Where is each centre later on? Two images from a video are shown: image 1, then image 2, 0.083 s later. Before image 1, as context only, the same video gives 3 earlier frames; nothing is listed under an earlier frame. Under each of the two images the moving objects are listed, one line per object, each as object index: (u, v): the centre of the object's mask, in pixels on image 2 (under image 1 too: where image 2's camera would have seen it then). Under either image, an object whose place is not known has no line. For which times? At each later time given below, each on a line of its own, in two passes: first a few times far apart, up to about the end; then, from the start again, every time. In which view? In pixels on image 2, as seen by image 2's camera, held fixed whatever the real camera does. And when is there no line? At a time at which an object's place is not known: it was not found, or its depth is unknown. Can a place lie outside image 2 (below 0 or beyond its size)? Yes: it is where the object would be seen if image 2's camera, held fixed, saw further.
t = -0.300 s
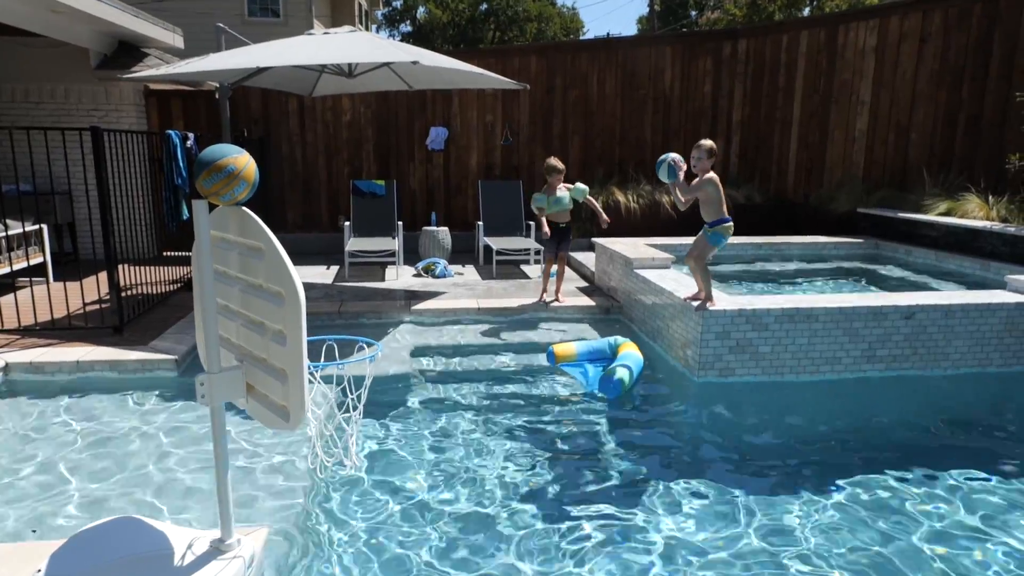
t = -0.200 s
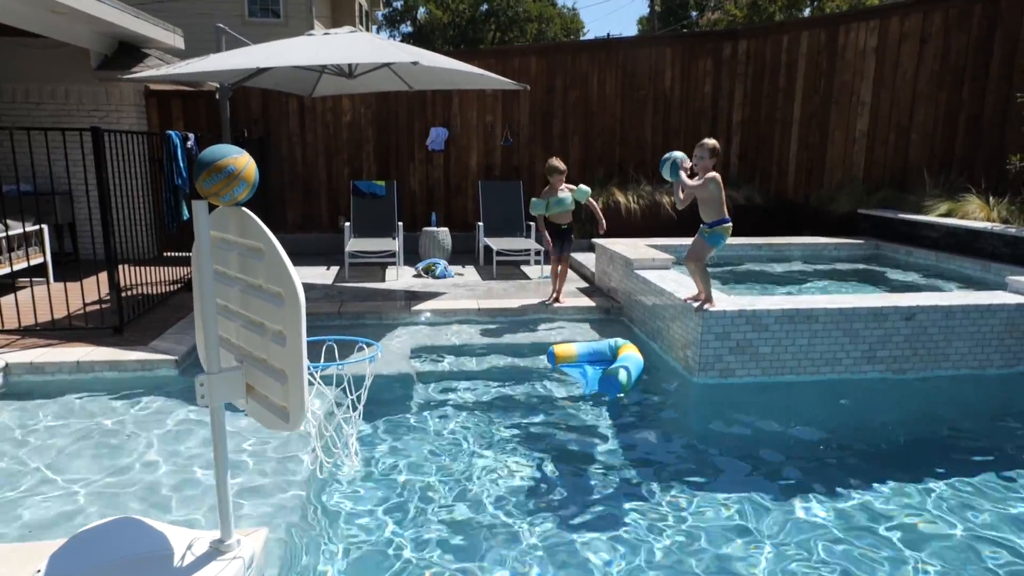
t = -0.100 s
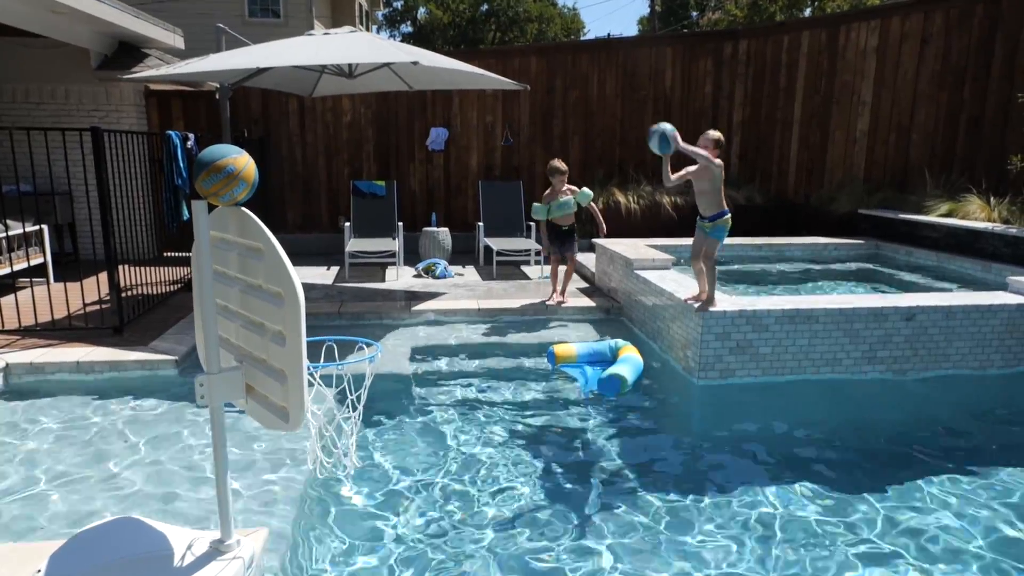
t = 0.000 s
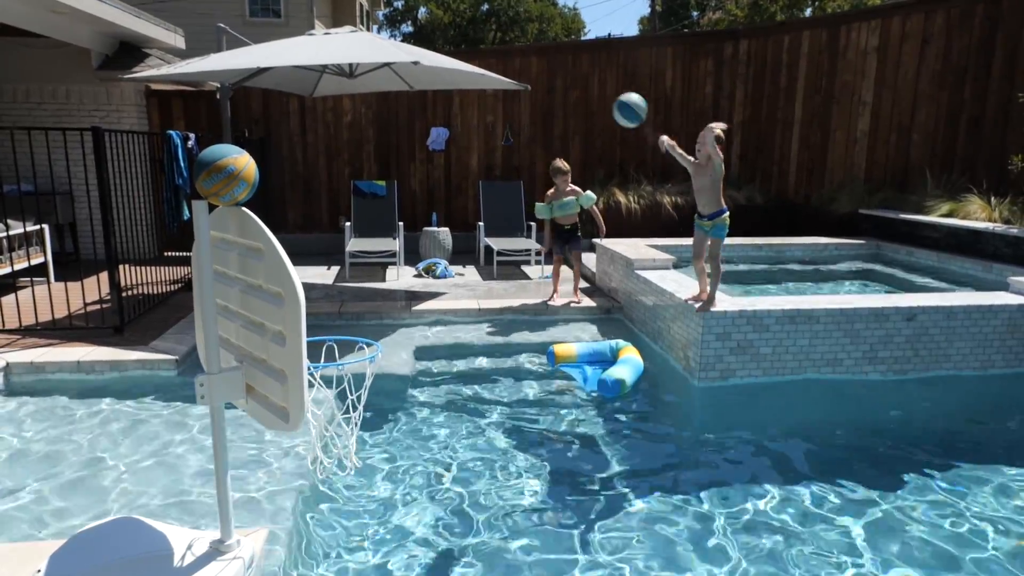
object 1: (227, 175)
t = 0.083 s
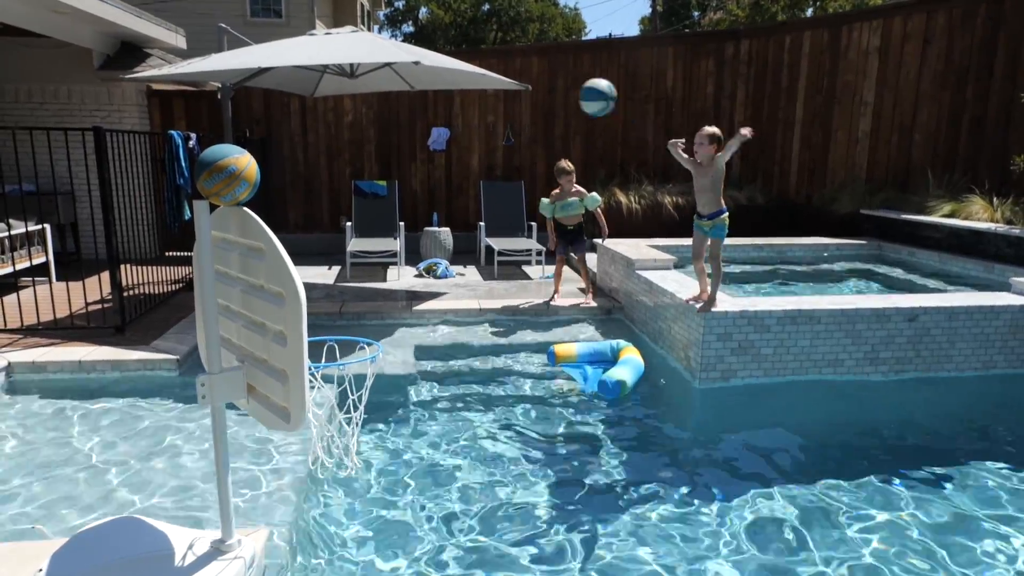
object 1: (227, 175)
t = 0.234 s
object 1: (227, 175)
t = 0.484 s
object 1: (226, 175)
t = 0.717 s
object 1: (231, 172)
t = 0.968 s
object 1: (243, 175)
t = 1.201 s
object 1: (286, 223)
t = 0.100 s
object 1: (227, 175)
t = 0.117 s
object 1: (227, 175)
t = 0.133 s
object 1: (227, 175)
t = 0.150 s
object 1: (227, 175)
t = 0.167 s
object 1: (227, 175)
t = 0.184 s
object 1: (227, 175)
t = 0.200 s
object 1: (227, 175)
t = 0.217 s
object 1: (227, 175)
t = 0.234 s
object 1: (227, 175)
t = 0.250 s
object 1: (226, 175)
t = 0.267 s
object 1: (226, 175)
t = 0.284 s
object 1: (226, 175)
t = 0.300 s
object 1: (226, 175)
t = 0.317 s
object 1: (226, 175)
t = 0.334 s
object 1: (226, 175)
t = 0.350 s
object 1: (226, 175)
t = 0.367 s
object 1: (226, 175)
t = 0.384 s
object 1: (226, 175)
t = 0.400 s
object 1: (226, 175)
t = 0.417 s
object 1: (226, 175)
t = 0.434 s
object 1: (226, 175)
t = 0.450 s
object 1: (226, 175)
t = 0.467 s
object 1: (226, 175)
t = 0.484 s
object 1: (226, 175)
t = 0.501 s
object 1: (226, 175)
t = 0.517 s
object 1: (226, 175)
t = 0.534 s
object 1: (226, 175)
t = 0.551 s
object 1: (226, 175)
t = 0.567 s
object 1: (227, 173)
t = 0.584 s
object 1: (227, 172)
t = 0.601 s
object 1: (228, 172)
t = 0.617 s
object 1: (228, 172)
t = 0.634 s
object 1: (229, 174)
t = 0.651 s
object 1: (229, 173)
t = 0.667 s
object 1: (230, 171)
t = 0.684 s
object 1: (230, 171)
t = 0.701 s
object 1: (230, 171)
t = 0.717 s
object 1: (231, 172)
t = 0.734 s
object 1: (231, 174)
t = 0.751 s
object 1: (232, 174)
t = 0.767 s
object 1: (234, 173)
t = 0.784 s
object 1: (234, 173)
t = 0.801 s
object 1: (235, 174)
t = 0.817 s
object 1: (236, 175)
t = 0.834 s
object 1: (236, 174)
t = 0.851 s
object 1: (237, 174)
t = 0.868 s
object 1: (237, 174)
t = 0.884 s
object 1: (237, 174)
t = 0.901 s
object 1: (238, 174)
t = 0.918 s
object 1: (239, 174)
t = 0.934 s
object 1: (240, 175)
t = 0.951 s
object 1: (241, 174)
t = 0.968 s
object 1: (243, 175)
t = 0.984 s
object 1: (245, 176)
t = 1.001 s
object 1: (247, 177)
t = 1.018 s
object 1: (249, 178)
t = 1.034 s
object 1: (252, 178)
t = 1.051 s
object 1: (255, 180)
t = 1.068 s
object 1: (257, 183)
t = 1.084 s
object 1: (261, 184)
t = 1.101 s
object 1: (264, 187)
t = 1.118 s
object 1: (268, 191)
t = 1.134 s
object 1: (271, 196)
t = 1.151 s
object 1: (275, 201)
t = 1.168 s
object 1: (278, 208)
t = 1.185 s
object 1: (282, 215)
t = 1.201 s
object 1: (286, 223)
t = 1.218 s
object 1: (290, 231)
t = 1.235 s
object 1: (295, 240)
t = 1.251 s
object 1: (299, 250)
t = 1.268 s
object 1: (303, 261)
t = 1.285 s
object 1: (308, 275)
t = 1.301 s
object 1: (313, 291)
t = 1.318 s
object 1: (316, 306)
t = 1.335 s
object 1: (319, 320)
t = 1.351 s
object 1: (321, 334)
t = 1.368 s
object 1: (322, 349)
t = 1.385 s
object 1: (324, 364)
